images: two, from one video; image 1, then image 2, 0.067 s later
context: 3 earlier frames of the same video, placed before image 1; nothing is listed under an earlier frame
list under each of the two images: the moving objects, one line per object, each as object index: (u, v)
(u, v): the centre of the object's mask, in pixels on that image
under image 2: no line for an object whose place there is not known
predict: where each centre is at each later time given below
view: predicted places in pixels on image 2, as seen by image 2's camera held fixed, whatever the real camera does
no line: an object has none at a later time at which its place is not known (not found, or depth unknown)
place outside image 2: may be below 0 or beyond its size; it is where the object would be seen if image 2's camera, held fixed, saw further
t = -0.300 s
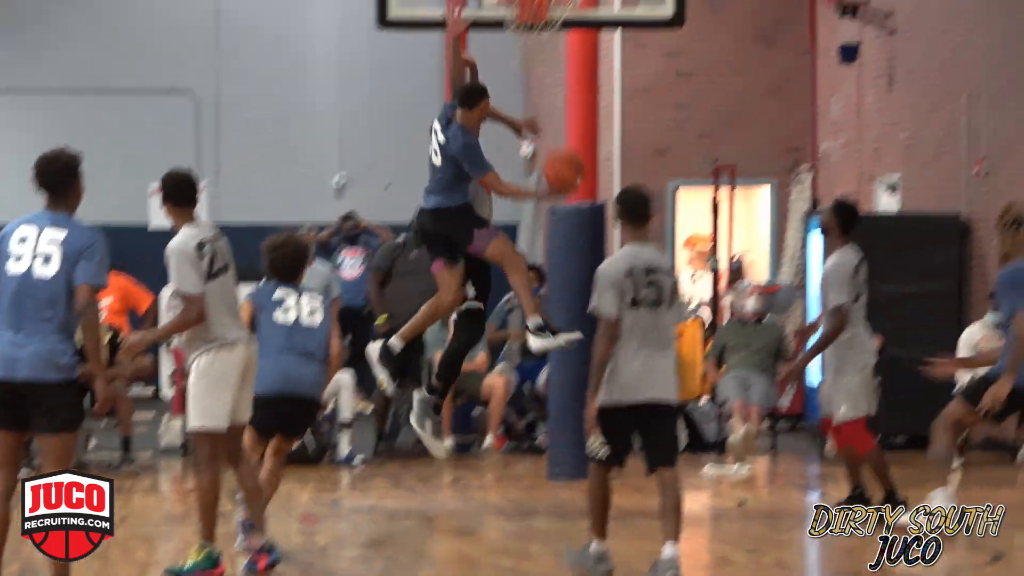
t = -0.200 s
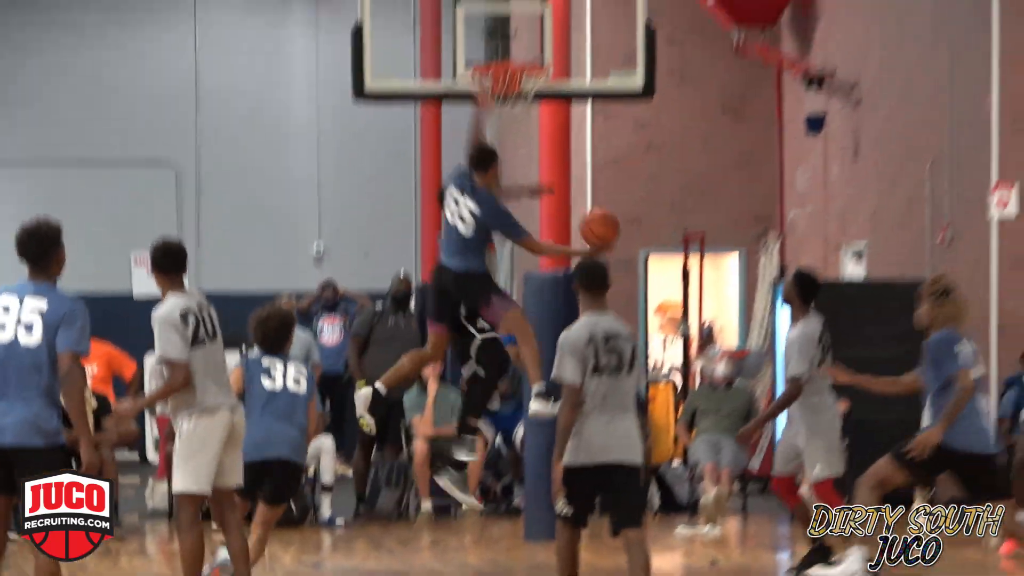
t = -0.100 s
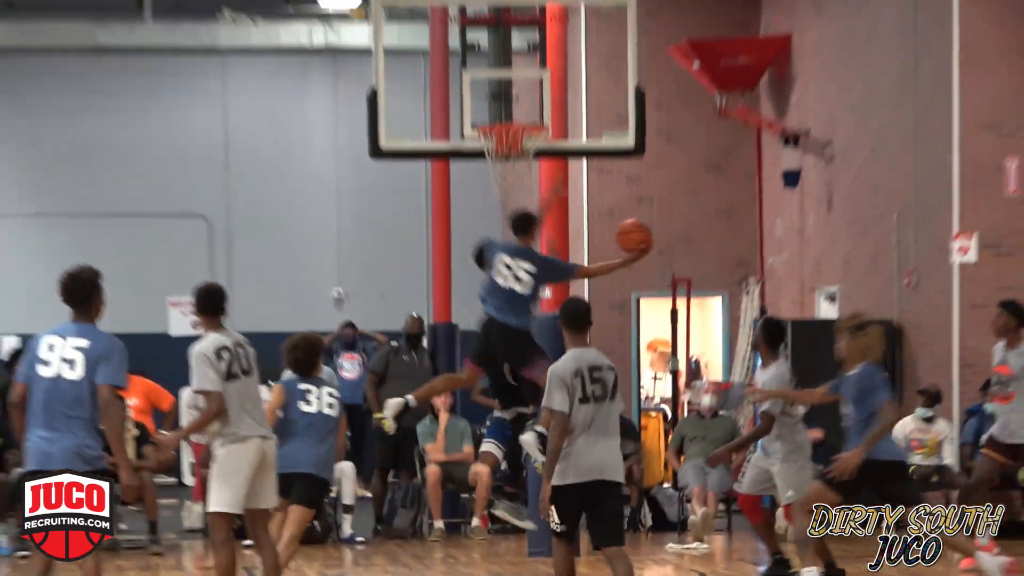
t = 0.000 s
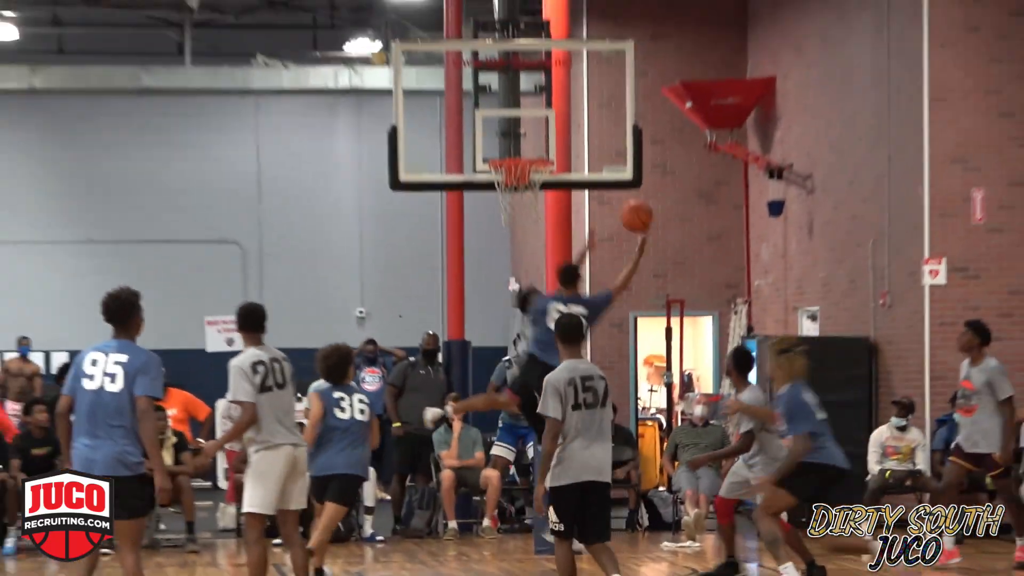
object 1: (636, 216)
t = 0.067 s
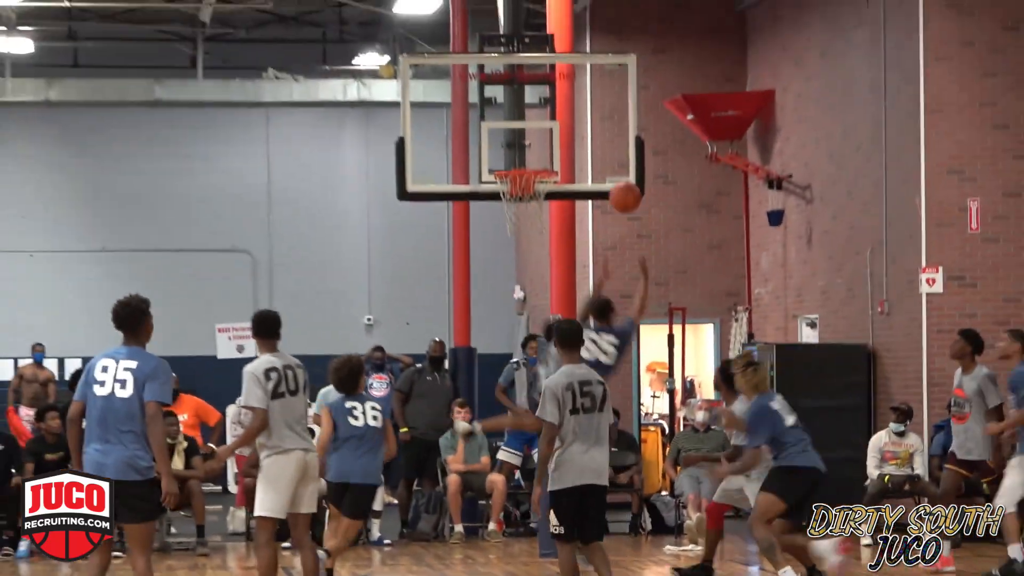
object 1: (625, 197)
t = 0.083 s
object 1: (621, 192)
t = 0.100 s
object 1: (617, 186)
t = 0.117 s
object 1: (614, 180)
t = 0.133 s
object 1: (610, 175)
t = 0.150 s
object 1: (607, 170)
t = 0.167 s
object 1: (603, 166)
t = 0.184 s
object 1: (599, 162)
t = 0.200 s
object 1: (595, 158)
